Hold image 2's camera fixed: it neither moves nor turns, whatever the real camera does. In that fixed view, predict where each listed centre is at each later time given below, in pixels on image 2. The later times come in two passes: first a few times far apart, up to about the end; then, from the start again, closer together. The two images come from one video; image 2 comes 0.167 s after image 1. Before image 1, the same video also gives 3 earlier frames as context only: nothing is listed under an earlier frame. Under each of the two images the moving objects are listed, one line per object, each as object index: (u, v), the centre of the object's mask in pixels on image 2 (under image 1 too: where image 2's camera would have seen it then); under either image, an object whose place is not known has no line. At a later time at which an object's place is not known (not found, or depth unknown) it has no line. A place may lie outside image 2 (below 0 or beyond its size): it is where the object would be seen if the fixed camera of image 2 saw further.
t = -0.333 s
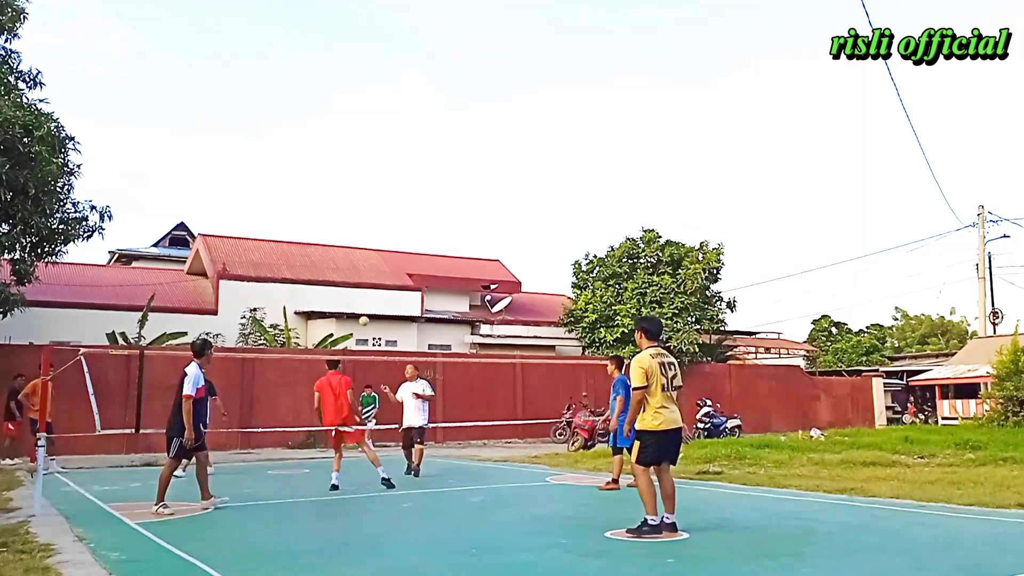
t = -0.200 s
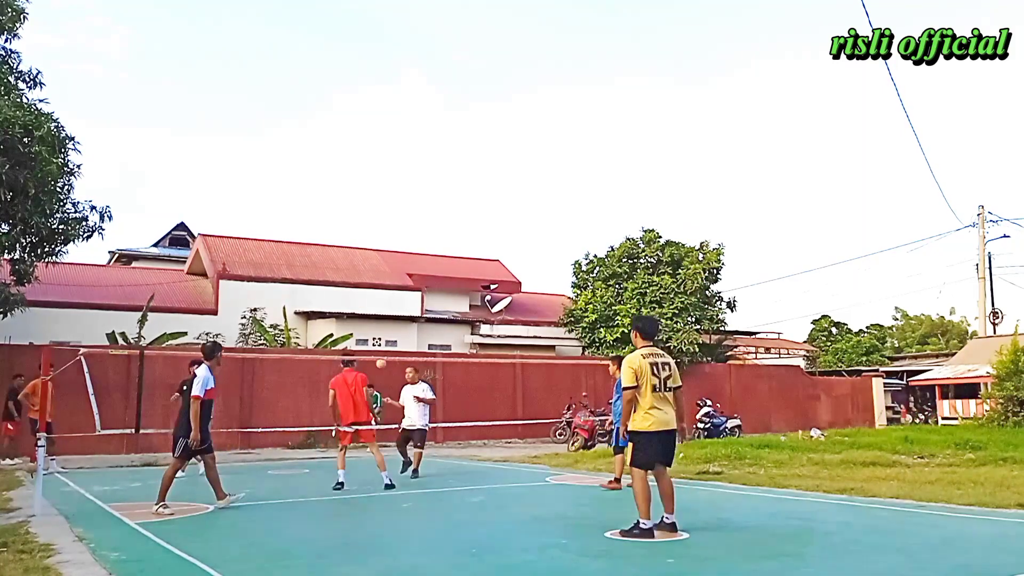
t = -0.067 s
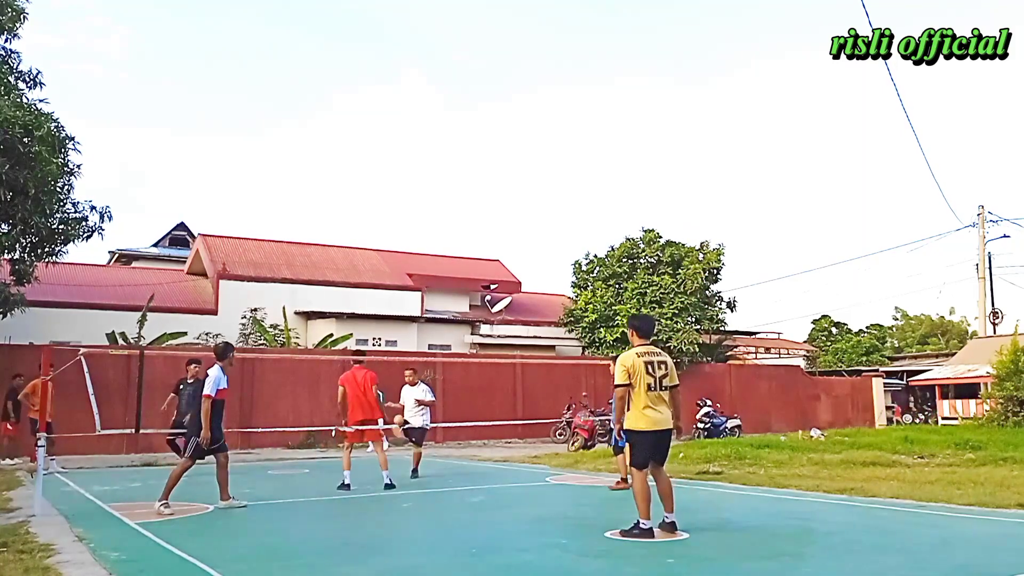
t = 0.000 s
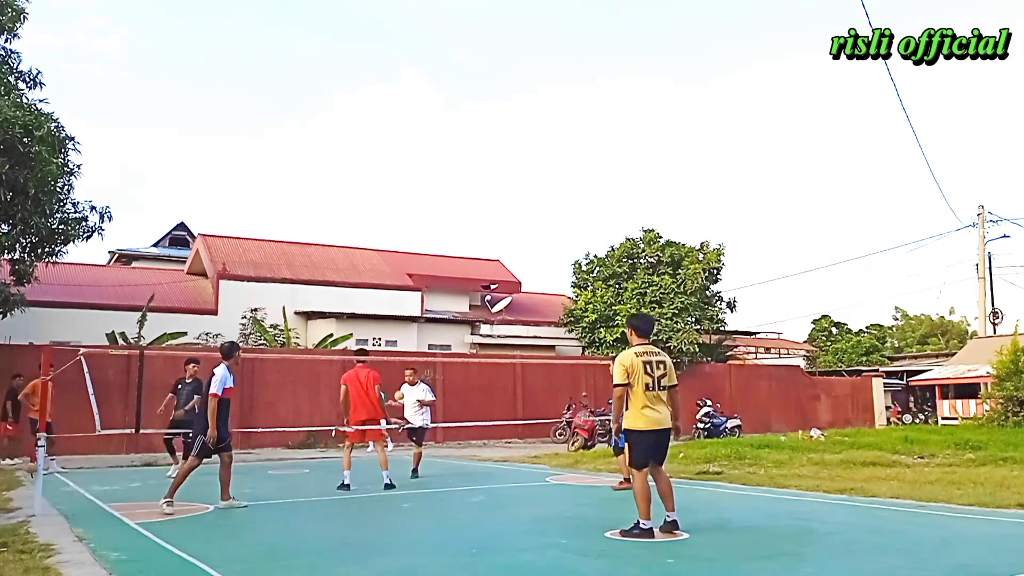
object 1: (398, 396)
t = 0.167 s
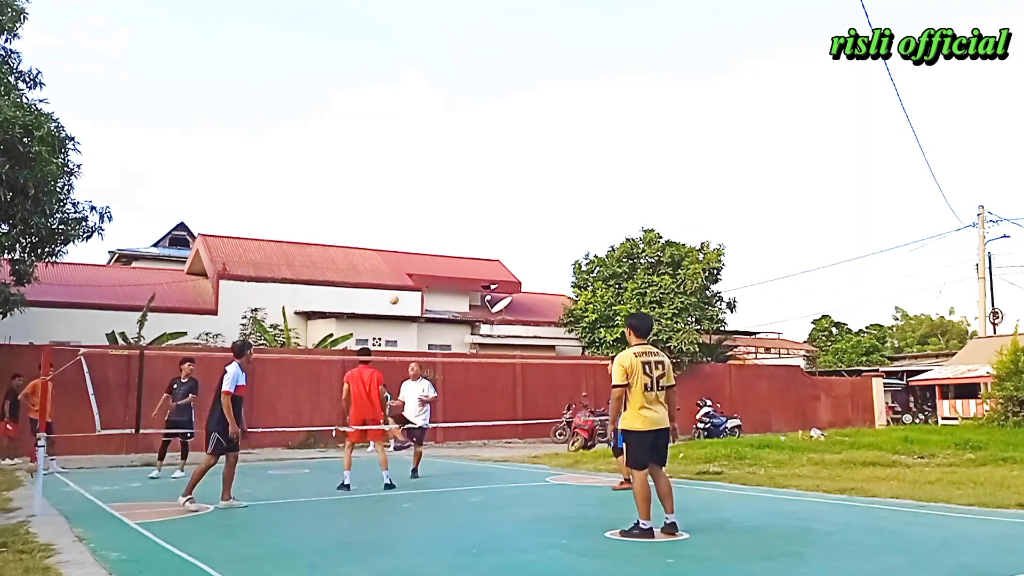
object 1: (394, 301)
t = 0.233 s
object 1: (390, 267)
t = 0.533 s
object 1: (381, 163)
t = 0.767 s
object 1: (372, 125)
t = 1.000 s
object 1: (363, 124)
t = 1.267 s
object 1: (353, 173)
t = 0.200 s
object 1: (391, 283)
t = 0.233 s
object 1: (390, 267)
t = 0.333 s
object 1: (388, 226)
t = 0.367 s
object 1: (387, 213)
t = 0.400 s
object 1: (386, 202)
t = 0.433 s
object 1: (384, 191)
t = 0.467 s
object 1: (383, 181)
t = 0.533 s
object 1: (381, 163)
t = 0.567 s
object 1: (380, 155)
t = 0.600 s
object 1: (379, 148)
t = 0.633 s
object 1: (377, 142)
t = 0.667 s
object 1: (376, 136)
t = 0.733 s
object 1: (374, 128)
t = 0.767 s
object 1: (372, 125)
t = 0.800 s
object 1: (371, 122)
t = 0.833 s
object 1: (370, 120)
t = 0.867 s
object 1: (369, 120)
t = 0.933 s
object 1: (366, 120)
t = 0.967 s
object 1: (365, 122)
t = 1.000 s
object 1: (363, 124)
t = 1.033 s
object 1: (362, 127)
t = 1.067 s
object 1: (361, 131)
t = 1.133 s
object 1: (358, 142)
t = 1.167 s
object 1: (357, 148)
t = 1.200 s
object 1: (355, 155)
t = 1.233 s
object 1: (354, 163)
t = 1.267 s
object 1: (353, 173)
